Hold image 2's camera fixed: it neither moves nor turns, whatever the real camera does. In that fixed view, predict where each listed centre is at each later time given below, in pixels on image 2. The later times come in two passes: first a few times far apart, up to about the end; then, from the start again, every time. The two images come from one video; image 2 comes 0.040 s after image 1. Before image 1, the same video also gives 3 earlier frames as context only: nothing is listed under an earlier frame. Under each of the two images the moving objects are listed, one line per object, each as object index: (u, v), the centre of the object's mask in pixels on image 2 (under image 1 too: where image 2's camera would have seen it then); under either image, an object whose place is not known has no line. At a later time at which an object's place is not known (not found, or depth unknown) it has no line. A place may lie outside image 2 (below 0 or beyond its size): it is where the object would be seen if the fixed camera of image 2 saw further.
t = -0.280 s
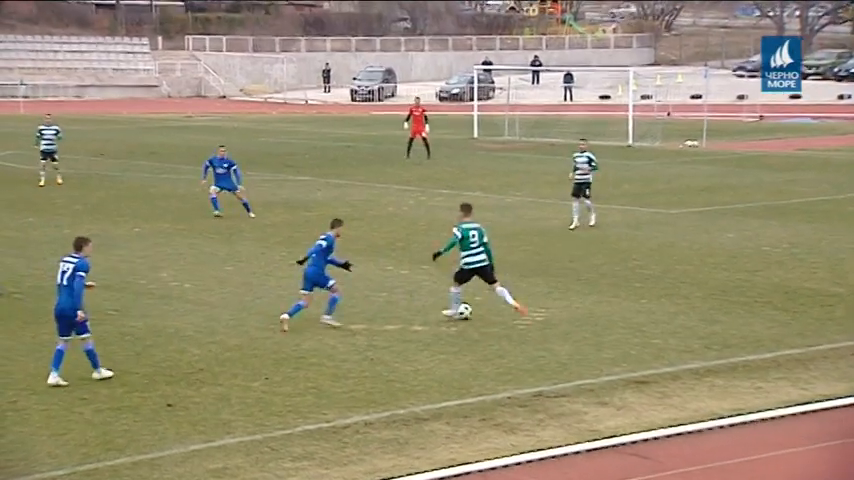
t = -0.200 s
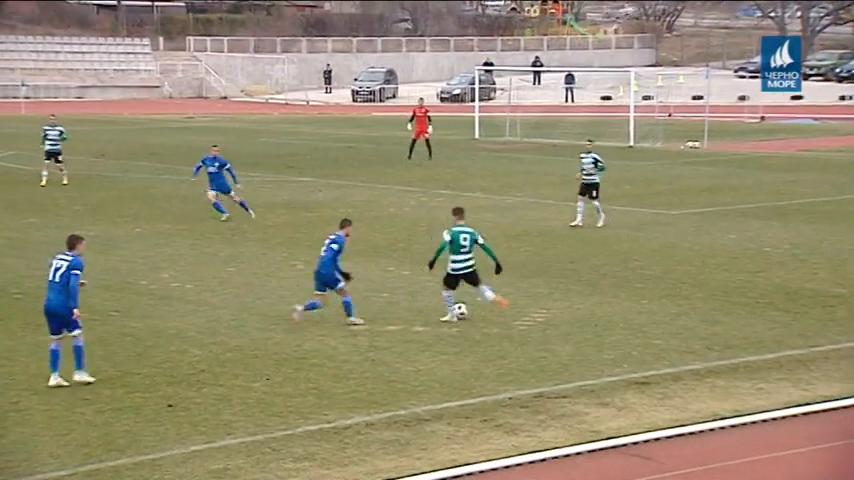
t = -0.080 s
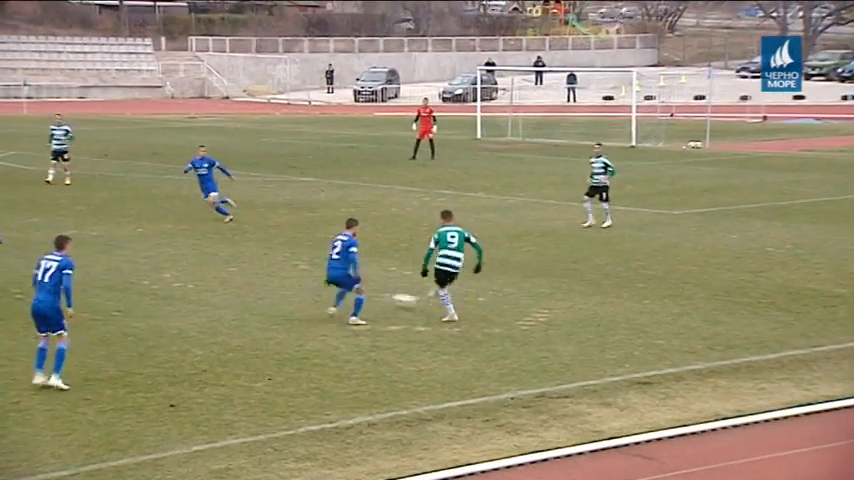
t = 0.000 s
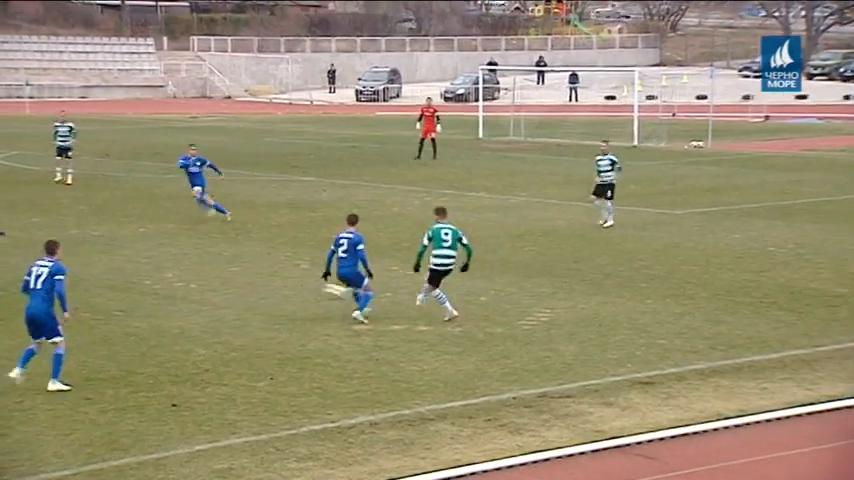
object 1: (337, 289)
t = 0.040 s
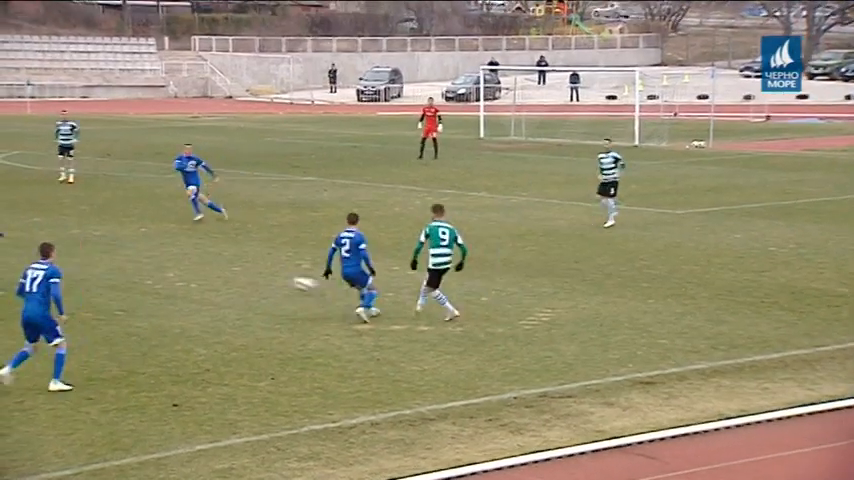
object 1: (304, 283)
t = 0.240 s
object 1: (163, 263)
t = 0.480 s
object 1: (30, 246)
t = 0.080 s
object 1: (273, 276)
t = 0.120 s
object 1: (243, 274)
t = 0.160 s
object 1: (215, 272)
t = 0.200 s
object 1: (187, 269)
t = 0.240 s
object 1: (163, 263)
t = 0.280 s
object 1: (139, 259)
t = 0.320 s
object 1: (115, 257)
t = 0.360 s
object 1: (92, 256)
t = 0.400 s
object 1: (70, 255)
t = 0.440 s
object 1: (50, 251)
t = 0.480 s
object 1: (30, 246)
